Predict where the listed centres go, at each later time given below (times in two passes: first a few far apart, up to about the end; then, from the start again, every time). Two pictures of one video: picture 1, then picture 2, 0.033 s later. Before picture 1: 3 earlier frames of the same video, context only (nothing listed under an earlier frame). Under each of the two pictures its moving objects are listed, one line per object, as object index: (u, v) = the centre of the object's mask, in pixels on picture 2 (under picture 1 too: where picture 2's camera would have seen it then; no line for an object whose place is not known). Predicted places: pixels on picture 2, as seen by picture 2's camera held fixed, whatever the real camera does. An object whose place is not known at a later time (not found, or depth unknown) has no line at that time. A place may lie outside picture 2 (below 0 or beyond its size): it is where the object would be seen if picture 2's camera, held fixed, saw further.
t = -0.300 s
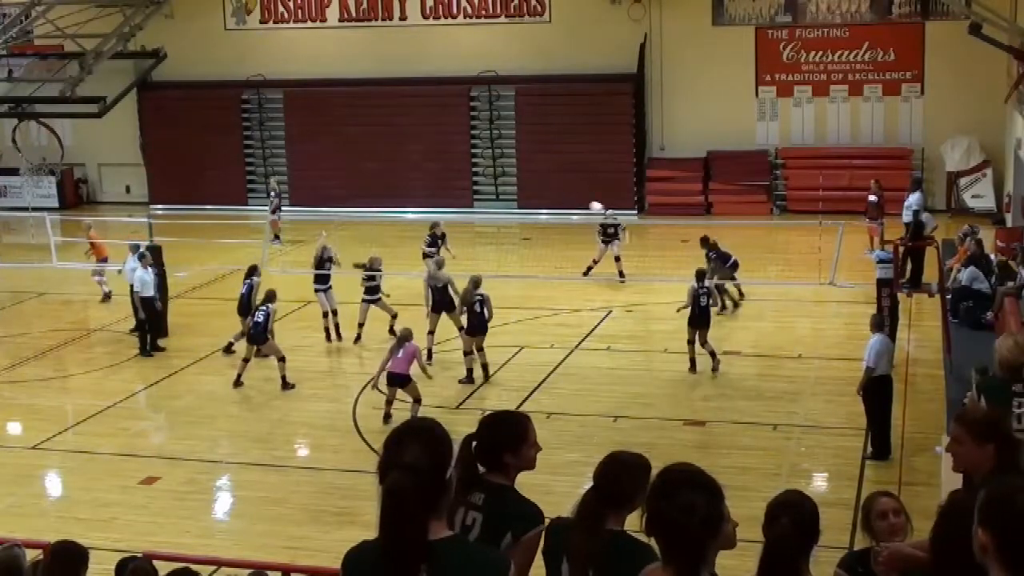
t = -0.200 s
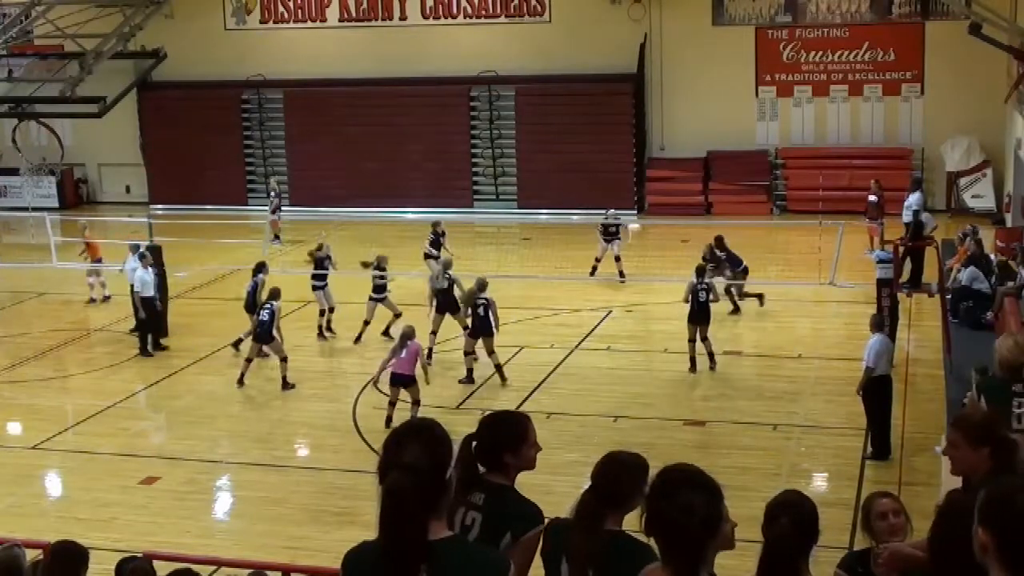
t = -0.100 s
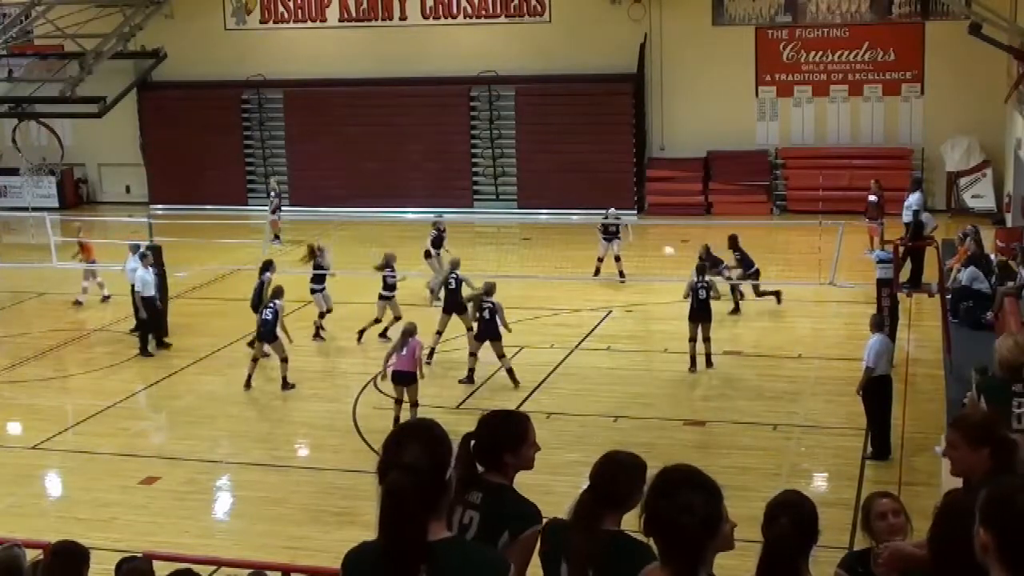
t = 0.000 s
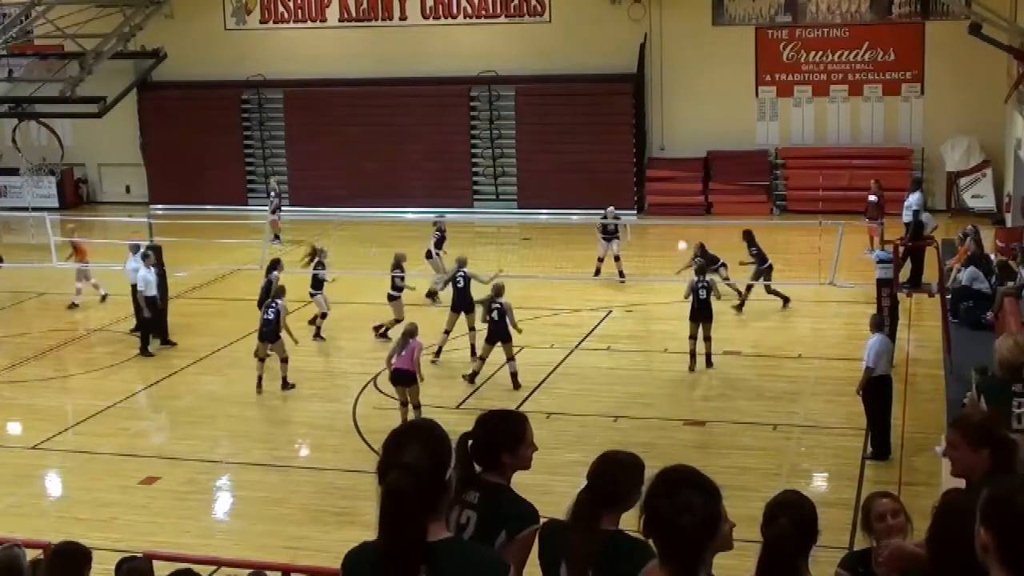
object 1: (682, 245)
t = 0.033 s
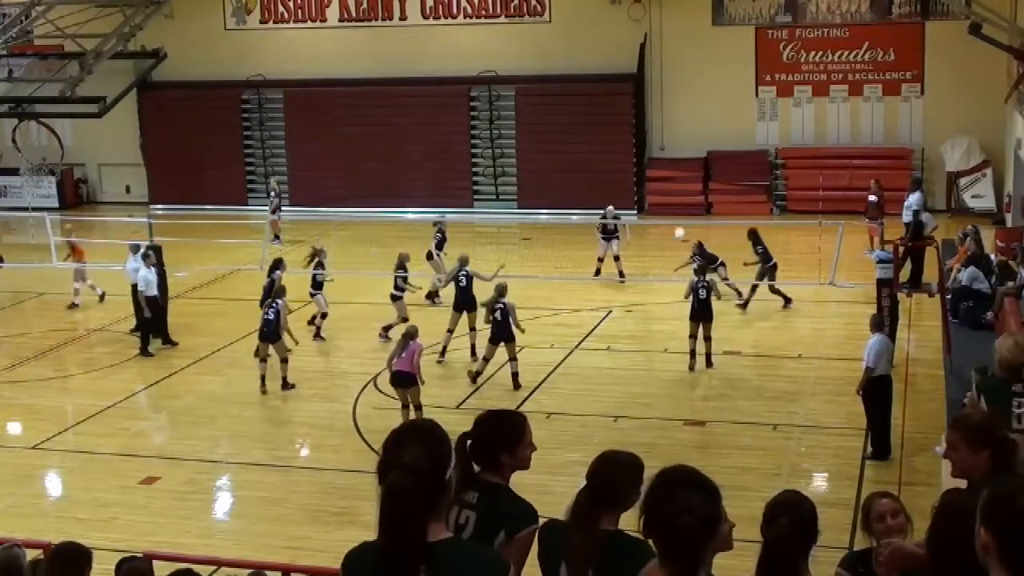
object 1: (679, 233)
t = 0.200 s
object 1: (666, 176)
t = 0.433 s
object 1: (649, 118)
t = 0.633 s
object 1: (636, 89)
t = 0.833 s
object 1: (624, 81)
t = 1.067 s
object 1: (610, 97)
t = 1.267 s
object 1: (598, 133)
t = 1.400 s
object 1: (591, 168)
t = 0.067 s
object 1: (676, 219)
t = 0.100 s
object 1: (674, 209)
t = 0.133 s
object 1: (671, 198)
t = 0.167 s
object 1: (669, 186)
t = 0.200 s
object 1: (666, 176)
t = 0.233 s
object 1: (664, 166)
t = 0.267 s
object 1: (661, 156)
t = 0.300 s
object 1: (659, 147)
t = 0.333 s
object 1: (656, 139)
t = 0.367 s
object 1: (654, 131)
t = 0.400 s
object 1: (652, 124)
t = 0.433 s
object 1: (649, 118)
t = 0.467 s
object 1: (647, 112)
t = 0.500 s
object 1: (644, 105)
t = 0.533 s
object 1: (642, 101)
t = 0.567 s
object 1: (640, 96)
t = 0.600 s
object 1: (638, 93)
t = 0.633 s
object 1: (636, 89)
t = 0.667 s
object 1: (634, 87)
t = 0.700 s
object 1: (632, 84)
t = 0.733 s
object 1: (630, 83)
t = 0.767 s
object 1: (628, 81)
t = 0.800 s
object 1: (626, 81)
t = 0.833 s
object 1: (624, 81)
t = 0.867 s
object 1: (621, 82)
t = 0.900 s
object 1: (620, 83)
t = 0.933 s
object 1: (618, 85)
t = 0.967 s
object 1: (616, 87)
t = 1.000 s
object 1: (614, 90)
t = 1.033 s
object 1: (612, 93)
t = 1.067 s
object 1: (610, 97)
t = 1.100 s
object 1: (608, 102)
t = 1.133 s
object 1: (606, 107)
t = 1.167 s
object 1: (604, 113)
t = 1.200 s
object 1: (602, 120)
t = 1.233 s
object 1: (600, 126)
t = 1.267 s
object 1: (598, 133)
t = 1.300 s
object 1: (597, 141)
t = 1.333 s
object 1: (595, 149)
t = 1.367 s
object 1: (593, 159)
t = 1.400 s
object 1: (591, 168)
